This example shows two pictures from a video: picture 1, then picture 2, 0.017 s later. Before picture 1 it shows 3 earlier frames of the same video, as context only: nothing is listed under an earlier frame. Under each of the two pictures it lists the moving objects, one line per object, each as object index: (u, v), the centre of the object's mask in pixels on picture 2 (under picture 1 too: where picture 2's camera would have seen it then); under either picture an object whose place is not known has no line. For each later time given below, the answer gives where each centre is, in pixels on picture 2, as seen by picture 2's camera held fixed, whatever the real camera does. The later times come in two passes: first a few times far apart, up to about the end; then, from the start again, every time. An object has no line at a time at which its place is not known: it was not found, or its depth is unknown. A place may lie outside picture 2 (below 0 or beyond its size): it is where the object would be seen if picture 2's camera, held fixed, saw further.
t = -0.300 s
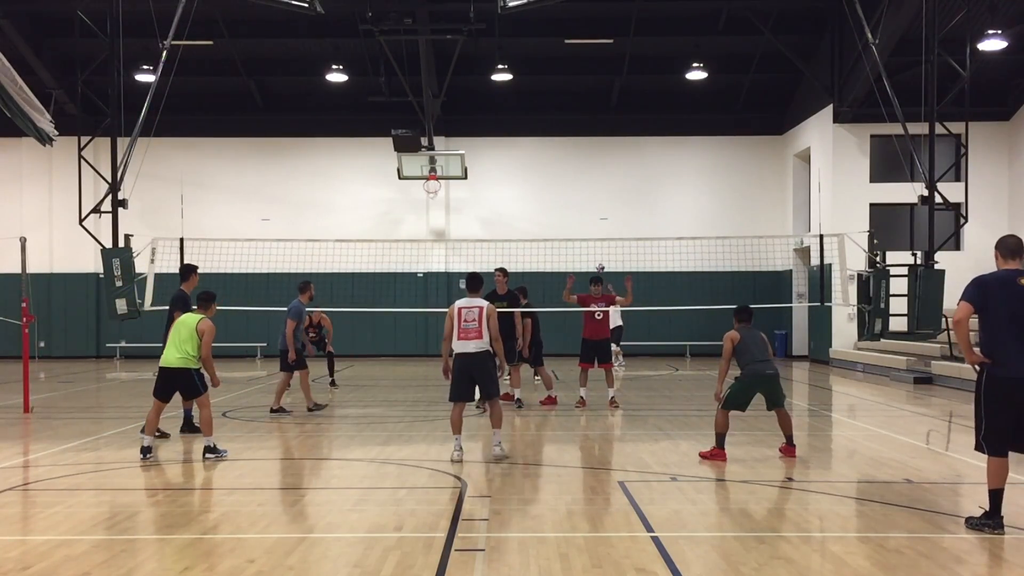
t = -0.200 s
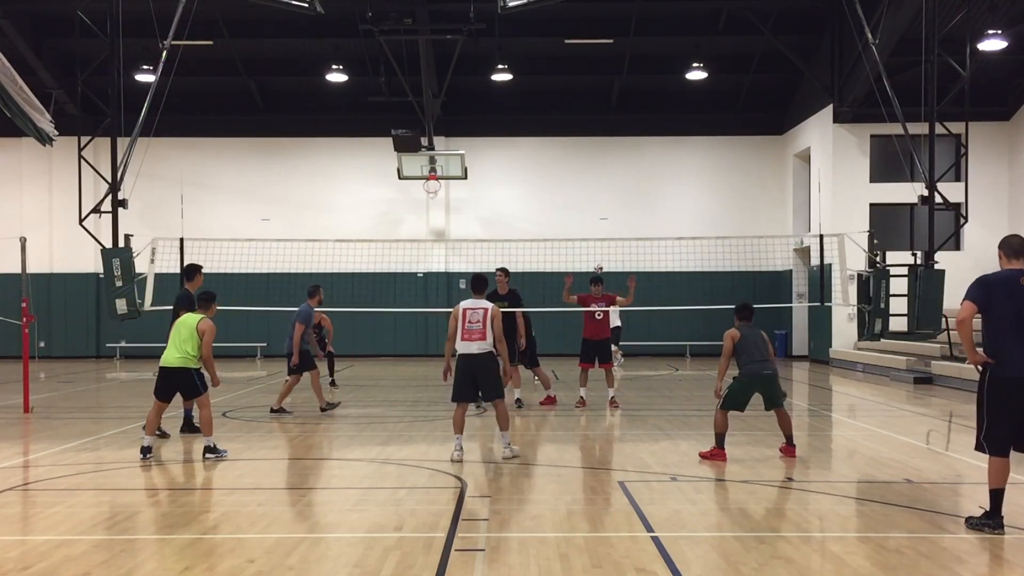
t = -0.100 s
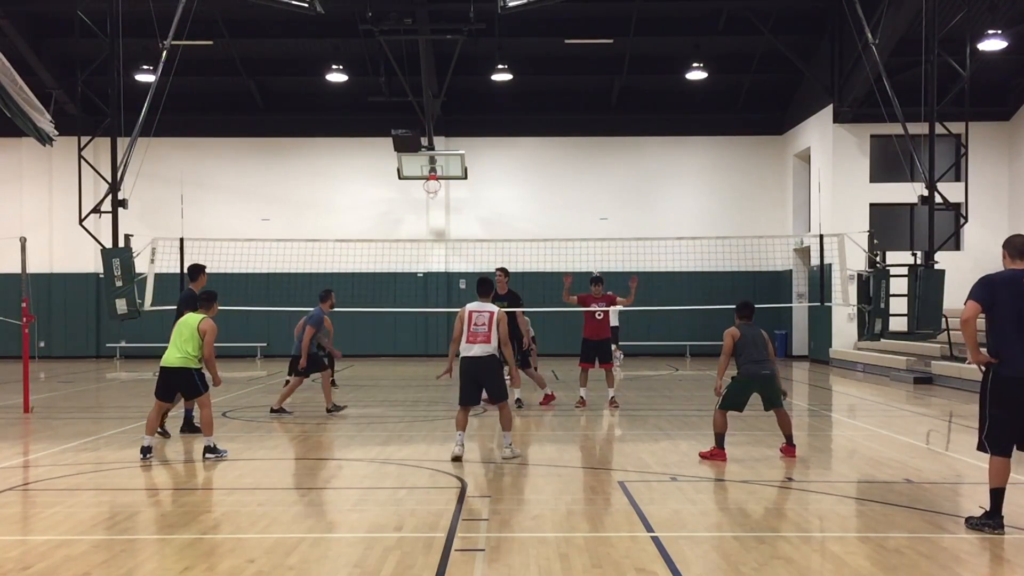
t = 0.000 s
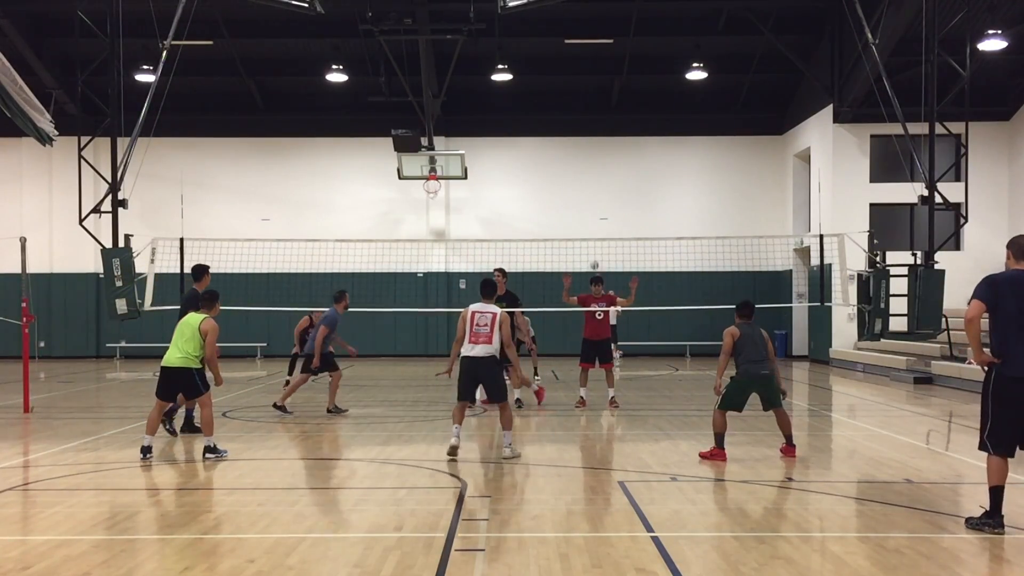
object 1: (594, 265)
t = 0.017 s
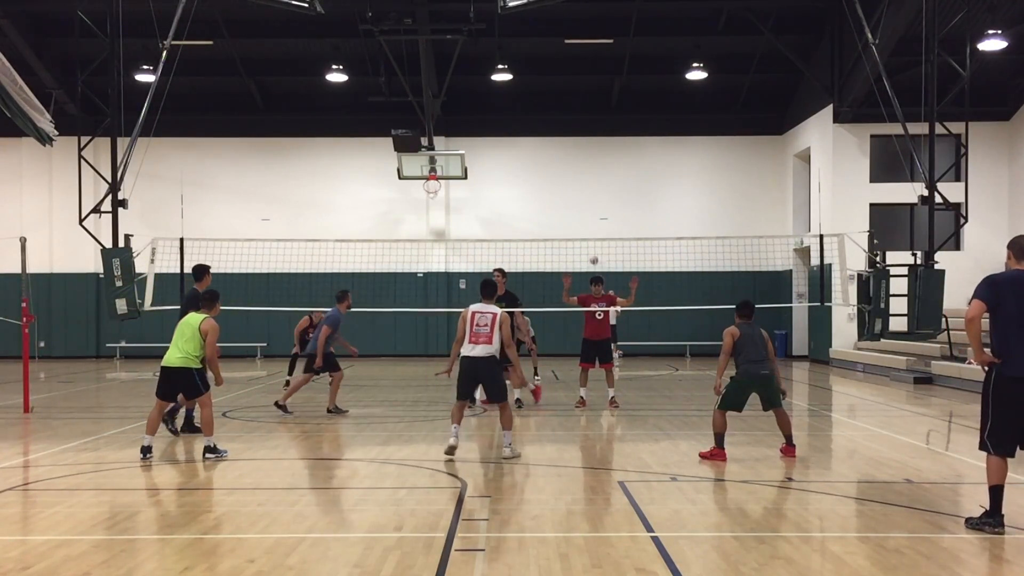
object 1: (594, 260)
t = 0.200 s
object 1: (587, 207)
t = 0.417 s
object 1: (578, 151)
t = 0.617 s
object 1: (569, 114)
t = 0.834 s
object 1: (557, 94)
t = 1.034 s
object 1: (540, 102)
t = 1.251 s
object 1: (512, 153)
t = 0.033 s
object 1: (593, 255)
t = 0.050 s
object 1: (593, 250)
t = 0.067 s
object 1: (592, 245)
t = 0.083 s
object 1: (592, 241)
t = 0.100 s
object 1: (591, 235)
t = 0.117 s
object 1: (590, 231)
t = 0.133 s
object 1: (590, 226)
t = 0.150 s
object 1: (589, 221)
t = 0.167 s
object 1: (588, 217)
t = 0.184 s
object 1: (588, 212)
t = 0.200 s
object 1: (587, 207)
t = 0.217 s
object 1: (586, 203)
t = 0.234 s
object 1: (586, 198)
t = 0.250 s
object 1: (585, 194)
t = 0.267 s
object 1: (585, 189)
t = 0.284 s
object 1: (584, 185)
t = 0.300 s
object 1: (583, 179)
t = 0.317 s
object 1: (583, 176)
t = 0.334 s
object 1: (582, 172)
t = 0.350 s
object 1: (581, 167)
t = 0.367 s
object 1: (581, 163)
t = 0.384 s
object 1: (580, 159)
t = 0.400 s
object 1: (579, 155)
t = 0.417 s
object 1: (578, 151)
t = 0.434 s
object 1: (577, 148)
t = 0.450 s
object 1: (577, 144)
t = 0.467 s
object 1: (576, 140)
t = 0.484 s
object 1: (575, 136)
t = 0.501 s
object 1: (574, 133)
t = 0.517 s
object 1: (573, 130)
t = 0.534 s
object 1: (572, 127)
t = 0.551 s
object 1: (572, 124)
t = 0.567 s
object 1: (571, 122)
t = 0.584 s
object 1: (570, 119)
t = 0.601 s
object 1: (569, 116)
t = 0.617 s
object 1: (569, 114)
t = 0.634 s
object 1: (568, 112)
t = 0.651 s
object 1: (567, 109)
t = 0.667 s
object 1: (566, 107)
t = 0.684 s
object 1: (566, 106)
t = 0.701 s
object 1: (565, 104)
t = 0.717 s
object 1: (564, 102)
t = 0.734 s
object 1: (563, 100)
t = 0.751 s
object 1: (562, 99)
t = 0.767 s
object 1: (561, 98)
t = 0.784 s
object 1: (560, 96)
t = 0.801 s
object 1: (559, 95)
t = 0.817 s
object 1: (558, 95)
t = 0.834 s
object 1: (557, 94)
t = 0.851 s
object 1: (556, 94)
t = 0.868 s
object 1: (555, 93)
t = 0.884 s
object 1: (554, 93)
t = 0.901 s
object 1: (552, 93)
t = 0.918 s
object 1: (551, 94)
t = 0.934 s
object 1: (550, 94)
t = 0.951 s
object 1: (548, 95)
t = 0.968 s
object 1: (547, 96)
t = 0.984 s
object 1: (545, 97)
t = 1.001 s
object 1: (544, 99)
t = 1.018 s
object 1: (542, 100)
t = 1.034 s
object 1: (540, 102)
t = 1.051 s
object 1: (538, 104)
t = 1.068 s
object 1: (536, 107)
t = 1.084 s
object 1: (535, 109)
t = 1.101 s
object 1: (533, 112)
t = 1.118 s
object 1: (530, 116)
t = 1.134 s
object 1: (528, 119)
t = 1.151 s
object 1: (526, 123)
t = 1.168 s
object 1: (524, 127)
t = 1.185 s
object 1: (521, 131)
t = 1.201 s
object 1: (519, 136)
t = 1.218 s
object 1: (517, 141)
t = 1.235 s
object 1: (514, 148)
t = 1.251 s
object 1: (512, 153)
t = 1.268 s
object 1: (509, 160)
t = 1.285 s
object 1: (506, 166)
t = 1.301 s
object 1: (504, 174)
